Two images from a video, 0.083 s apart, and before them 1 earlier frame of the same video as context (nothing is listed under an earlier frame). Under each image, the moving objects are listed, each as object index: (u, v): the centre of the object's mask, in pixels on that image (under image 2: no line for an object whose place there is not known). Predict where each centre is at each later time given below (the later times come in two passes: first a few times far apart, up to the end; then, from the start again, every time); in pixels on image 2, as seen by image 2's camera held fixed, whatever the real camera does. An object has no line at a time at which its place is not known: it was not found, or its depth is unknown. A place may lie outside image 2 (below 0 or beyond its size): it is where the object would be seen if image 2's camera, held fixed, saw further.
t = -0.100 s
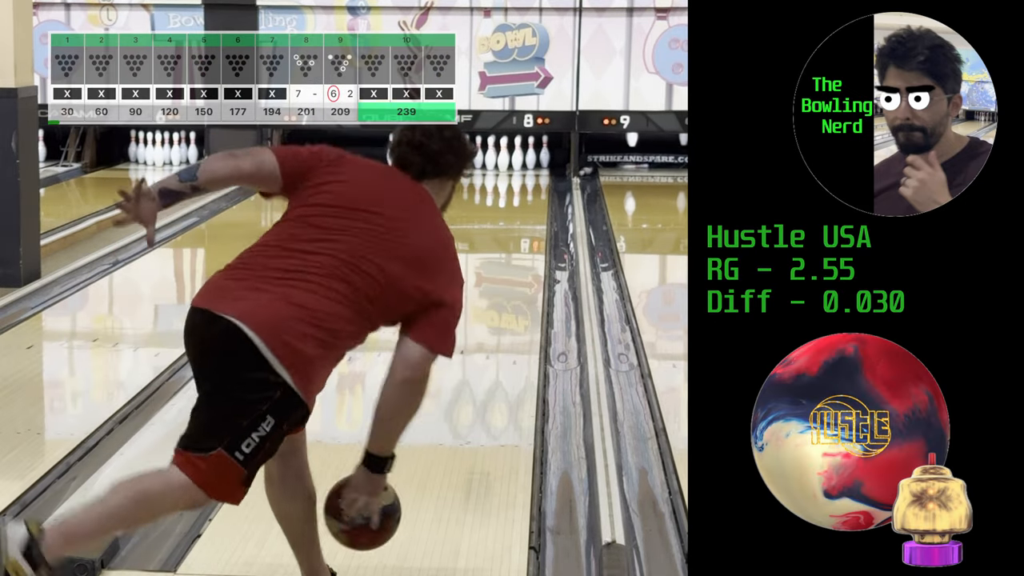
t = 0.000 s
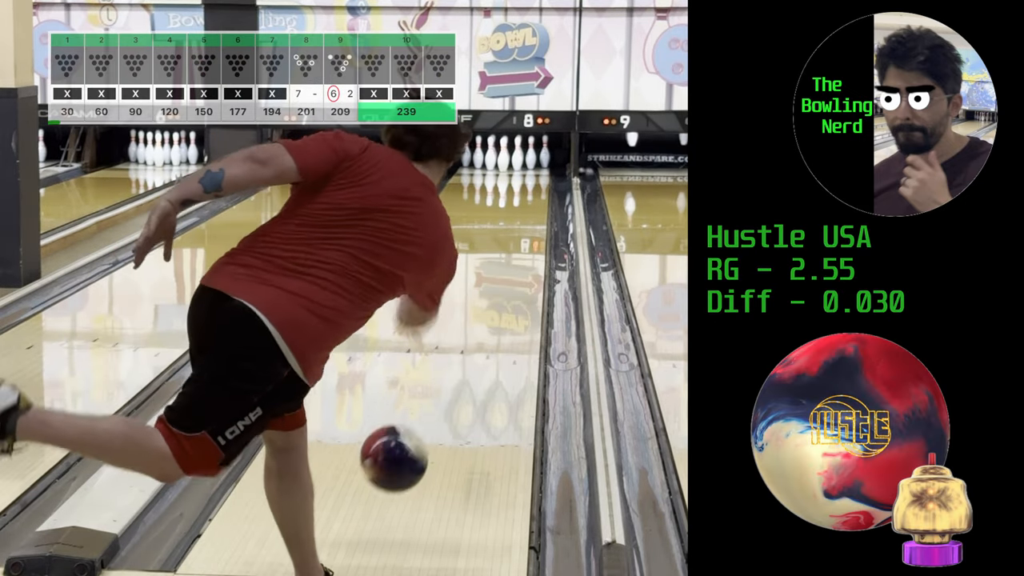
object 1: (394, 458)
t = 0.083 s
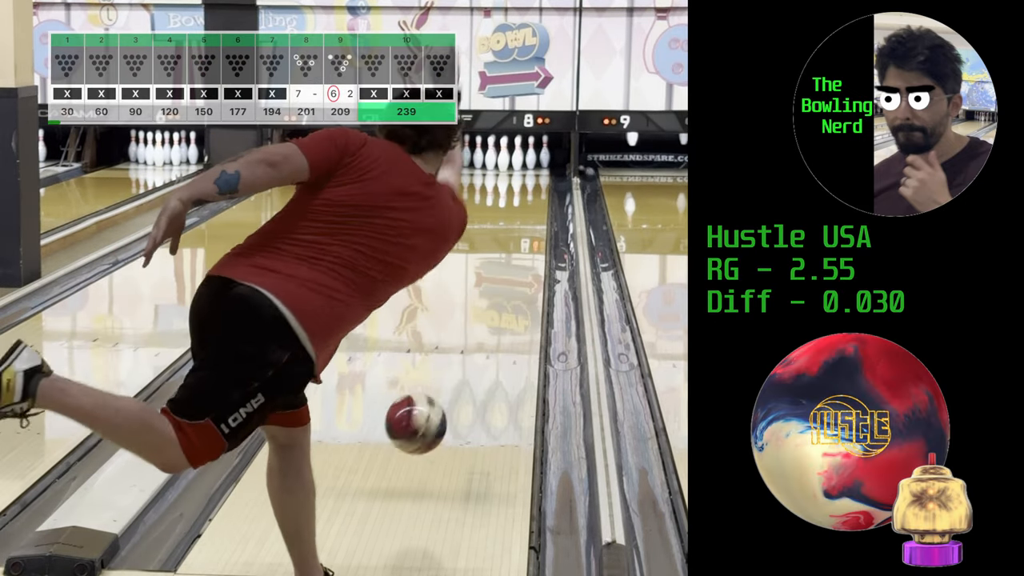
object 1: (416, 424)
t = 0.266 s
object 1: (451, 393)
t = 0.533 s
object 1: (484, 323)
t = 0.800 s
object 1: (505, 274)
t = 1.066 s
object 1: (520, 240)
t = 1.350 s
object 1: (529, 213)
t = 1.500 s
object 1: (531, 201)
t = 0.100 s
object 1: (419, 419)
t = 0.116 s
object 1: (423, 417)
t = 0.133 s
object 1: (427, 414)
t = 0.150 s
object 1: (430, 413)
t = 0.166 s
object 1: (433, 413)
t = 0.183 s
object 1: (436, 413)
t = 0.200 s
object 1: (439, 413)
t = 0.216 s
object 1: (442, 413)
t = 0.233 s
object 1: (445, 406)
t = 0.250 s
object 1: (448, 399)
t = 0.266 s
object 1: (451, 393)
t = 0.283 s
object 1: (453, 388)
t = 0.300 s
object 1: (456, 383)
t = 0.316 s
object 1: (458, 379)
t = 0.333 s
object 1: (460, 374)
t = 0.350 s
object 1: (463, 369)
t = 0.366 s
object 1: (465, 364)
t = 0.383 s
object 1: (467, 360)
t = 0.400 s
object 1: (469, 355)
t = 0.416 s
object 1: (471, 351)
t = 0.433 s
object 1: (473, 346)
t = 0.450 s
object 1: (475, 342)
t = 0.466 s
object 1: (477, 338)
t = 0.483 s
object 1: (479, 334)
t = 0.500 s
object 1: (481, 330)
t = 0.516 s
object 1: (482, 327)
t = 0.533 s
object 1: (484, 323)
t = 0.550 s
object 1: (486, 320)
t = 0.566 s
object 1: (487, 316)
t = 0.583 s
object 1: (488, 313)
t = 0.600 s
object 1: (490, 309)
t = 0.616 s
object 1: (492, 306)
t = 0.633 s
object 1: (493, 303)
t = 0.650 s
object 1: (494, 300)
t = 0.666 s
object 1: (496, 297)
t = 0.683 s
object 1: (497, 294)
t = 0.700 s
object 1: (498, 291)
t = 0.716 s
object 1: (499, 288)
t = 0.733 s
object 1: (501, 285)
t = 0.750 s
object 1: (502, 282)
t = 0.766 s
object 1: (503, 280)
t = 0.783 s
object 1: (504, 277)
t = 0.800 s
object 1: (505, 274)
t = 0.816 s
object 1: (506, 272)
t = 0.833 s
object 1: (508, 270)
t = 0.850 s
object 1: (508, 267)
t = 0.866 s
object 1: (509, 265)
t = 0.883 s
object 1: (510, 263)
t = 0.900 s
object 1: (511, 260)
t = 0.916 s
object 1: (512, 258)
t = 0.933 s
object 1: (513, 256)
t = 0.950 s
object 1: (514, 254)
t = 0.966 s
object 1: (515, 252)
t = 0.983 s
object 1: (516, 250)
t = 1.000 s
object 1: (517, 247)
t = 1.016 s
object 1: (517, 246)
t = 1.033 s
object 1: (518, 243)
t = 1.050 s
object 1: (519, 241)
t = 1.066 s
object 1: (520, 240)
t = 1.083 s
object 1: (520, 238)
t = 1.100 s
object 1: (521, 236)
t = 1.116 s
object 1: (522, 234)
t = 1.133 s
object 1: (522, 233)
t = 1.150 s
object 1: (523, 231)
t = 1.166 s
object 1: (524, 230)
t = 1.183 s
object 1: (524, 228)
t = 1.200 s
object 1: (525, 226)
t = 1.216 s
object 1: (525, 225)
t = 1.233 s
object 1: (526, 223)
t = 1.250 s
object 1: (526, 222)
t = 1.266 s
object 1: (527, 220)
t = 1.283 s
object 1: (527, 218)
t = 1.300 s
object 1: (528, 217)
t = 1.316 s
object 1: (528, 216)
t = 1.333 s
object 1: (529, 214)
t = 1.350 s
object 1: (529, 213)
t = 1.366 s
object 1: (529, 211)
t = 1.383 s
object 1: (529, 210)
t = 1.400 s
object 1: (530, 209)
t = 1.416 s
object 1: (531, 207)
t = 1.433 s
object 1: (531, 206)
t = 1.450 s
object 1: (531, 205)
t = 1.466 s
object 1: (531, 204)
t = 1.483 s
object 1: (531, 203)
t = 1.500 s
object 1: (531, 201)
